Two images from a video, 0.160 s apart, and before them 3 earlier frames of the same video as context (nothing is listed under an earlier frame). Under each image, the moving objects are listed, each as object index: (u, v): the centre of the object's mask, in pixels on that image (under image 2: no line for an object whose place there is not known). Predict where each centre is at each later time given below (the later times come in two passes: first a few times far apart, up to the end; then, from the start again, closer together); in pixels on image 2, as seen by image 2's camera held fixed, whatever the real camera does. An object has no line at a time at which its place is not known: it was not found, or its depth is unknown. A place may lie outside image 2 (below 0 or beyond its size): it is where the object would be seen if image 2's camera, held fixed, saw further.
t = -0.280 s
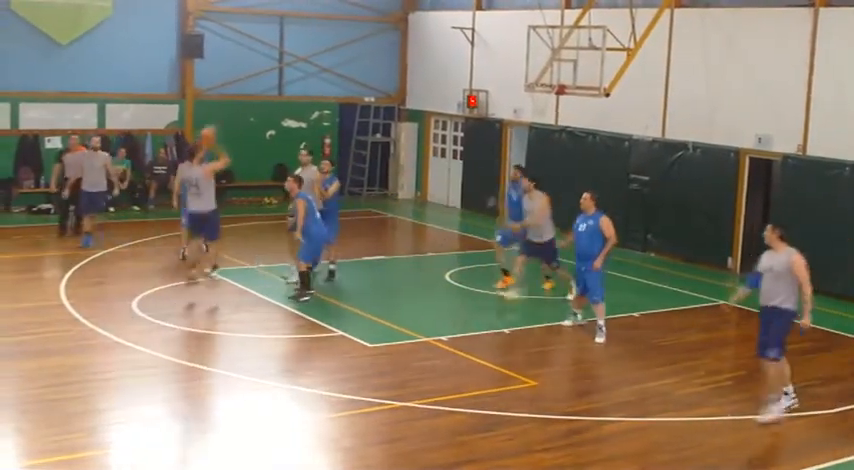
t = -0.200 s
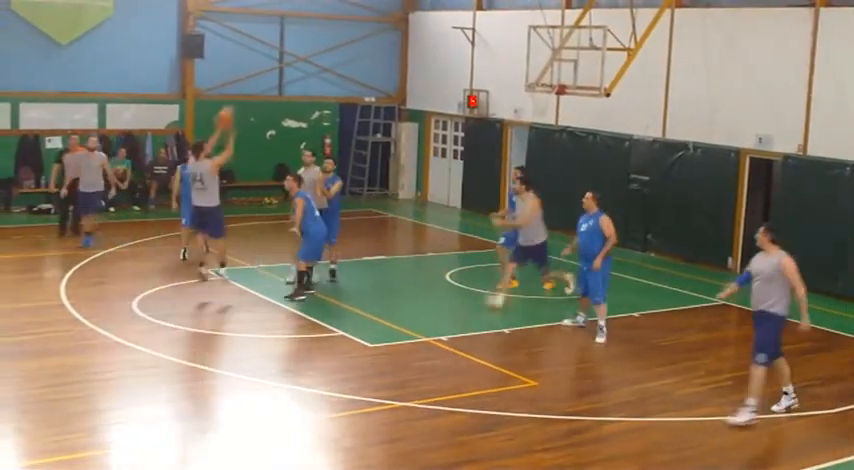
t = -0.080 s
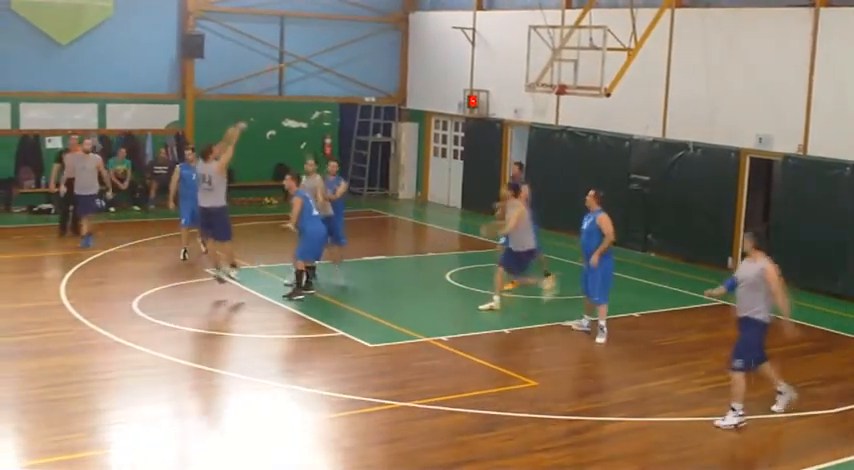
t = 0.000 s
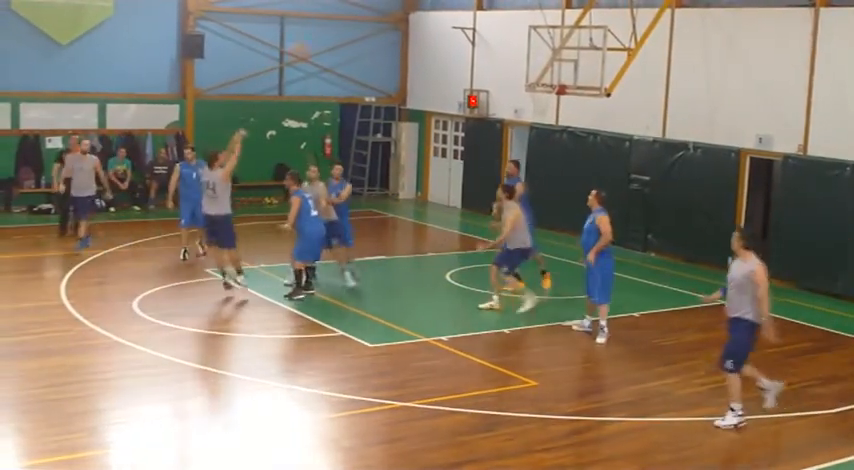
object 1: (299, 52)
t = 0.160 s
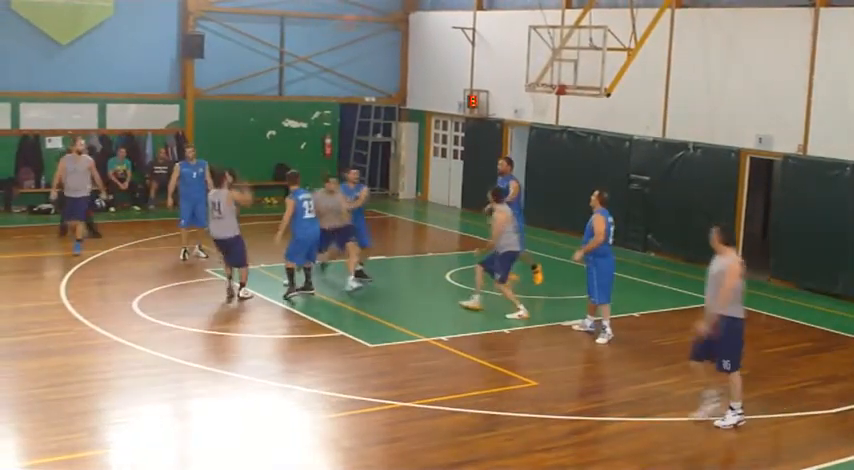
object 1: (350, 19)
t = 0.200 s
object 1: (365, 18)
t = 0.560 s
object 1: (470, 29)
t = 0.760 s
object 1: (519, 70)
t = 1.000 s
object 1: (552, 65)
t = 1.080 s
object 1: (549, 62)
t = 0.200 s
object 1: (365, 18)
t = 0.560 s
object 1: (470, 29)
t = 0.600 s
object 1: (481, 36)
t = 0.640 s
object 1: (490, 42)
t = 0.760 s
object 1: (519, 70)
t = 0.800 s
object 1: (528, 76)
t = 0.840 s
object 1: (533, 73)
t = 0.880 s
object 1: (538, 69)
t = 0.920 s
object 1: (543, 67)
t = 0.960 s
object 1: (548, 64)
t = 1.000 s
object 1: (552, 65)
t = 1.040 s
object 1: (551, 64)
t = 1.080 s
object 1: (549, 62)
